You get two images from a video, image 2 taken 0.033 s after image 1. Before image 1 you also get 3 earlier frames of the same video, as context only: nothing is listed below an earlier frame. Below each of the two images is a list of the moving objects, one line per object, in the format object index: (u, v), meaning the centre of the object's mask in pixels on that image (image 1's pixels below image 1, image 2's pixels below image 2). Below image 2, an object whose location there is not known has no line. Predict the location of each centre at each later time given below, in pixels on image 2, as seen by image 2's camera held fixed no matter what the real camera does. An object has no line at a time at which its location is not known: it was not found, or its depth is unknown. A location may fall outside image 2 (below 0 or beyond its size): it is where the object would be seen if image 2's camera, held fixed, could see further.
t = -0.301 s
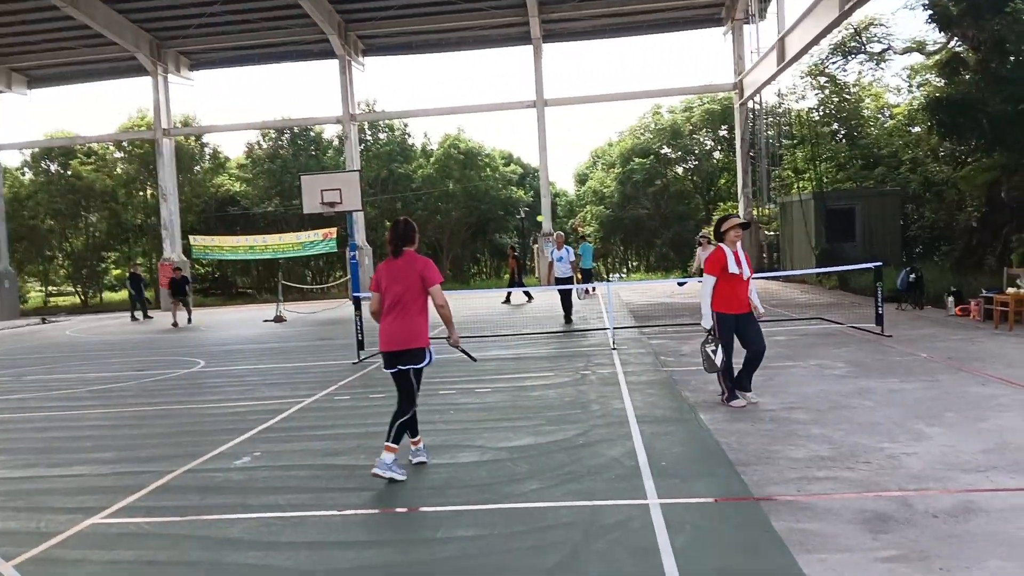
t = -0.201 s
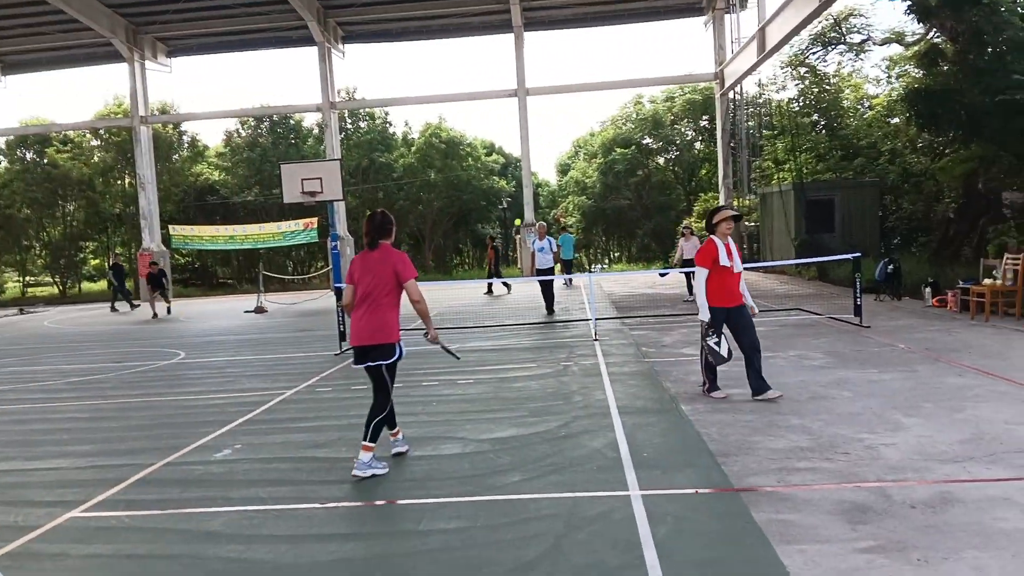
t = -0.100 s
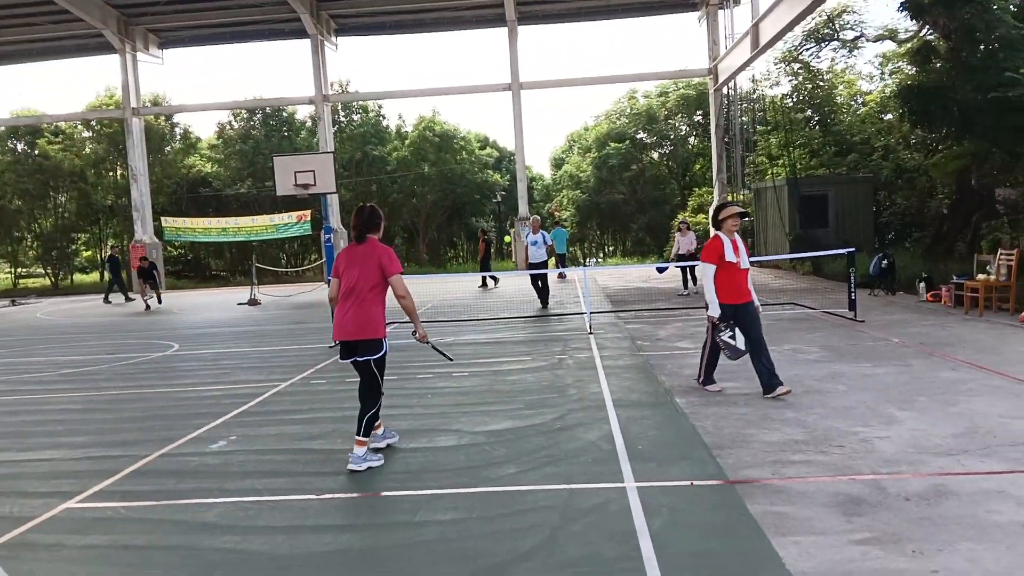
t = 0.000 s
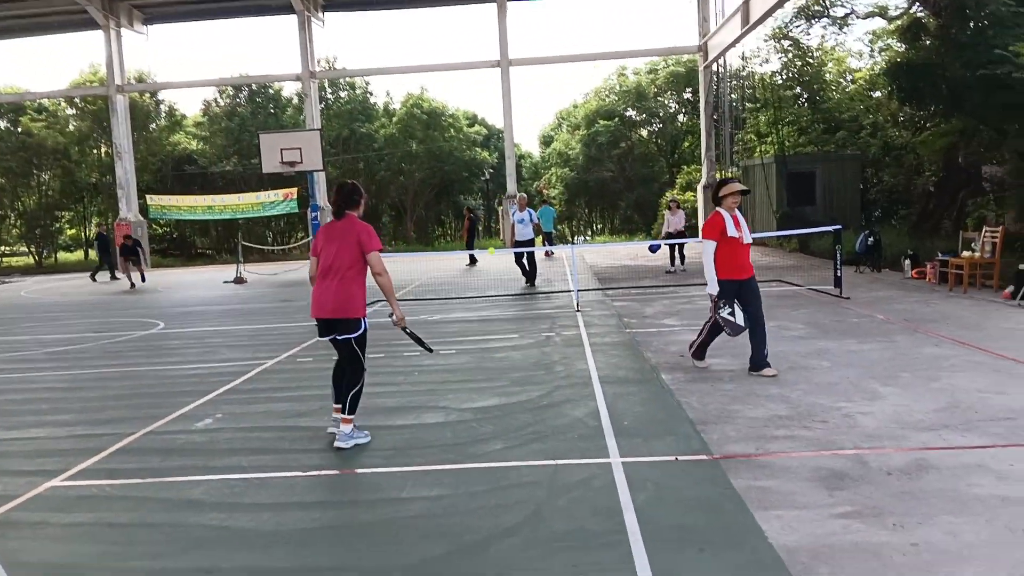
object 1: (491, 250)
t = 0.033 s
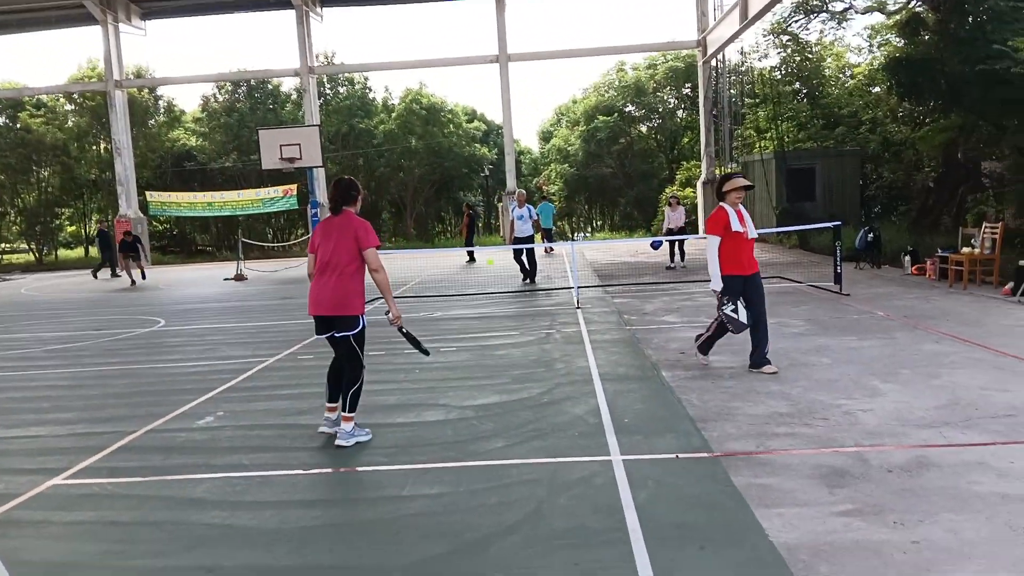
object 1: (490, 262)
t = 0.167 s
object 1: (485, 334)
